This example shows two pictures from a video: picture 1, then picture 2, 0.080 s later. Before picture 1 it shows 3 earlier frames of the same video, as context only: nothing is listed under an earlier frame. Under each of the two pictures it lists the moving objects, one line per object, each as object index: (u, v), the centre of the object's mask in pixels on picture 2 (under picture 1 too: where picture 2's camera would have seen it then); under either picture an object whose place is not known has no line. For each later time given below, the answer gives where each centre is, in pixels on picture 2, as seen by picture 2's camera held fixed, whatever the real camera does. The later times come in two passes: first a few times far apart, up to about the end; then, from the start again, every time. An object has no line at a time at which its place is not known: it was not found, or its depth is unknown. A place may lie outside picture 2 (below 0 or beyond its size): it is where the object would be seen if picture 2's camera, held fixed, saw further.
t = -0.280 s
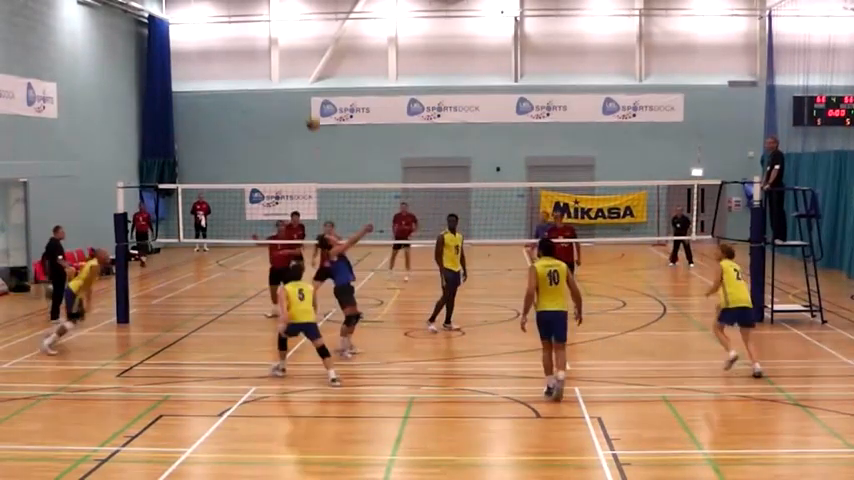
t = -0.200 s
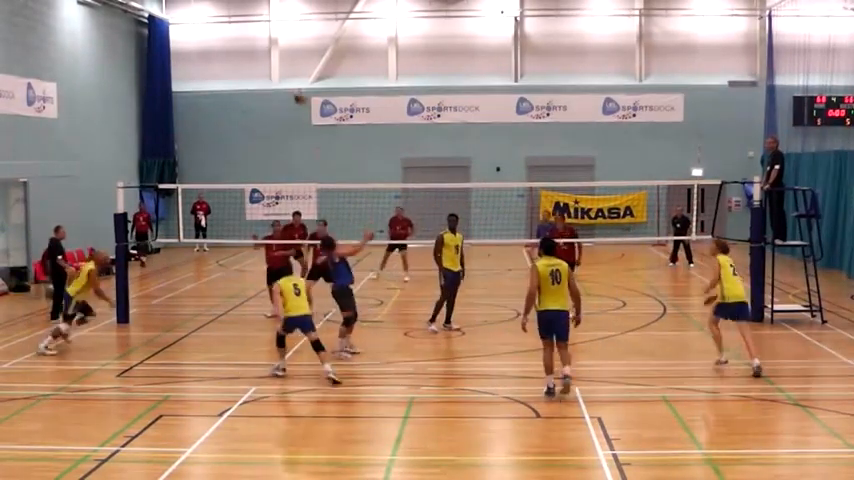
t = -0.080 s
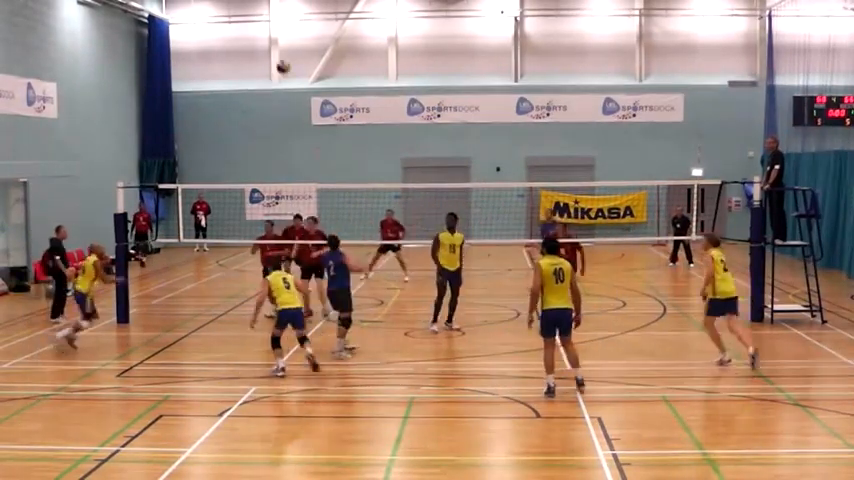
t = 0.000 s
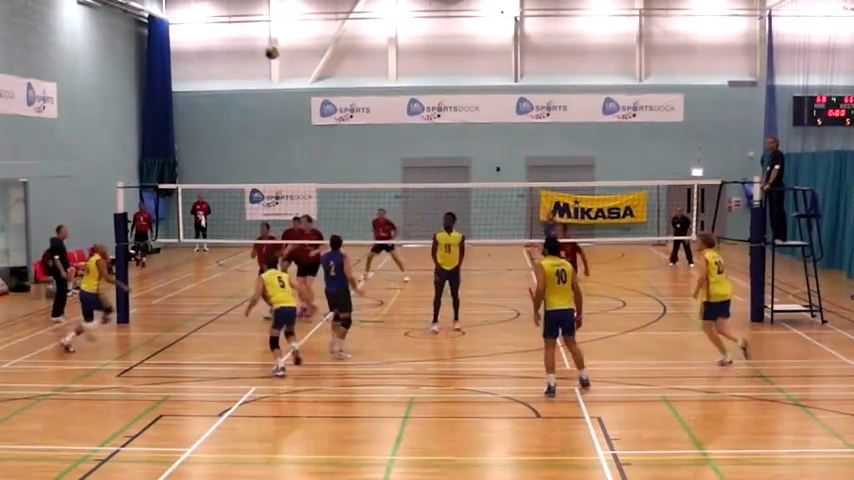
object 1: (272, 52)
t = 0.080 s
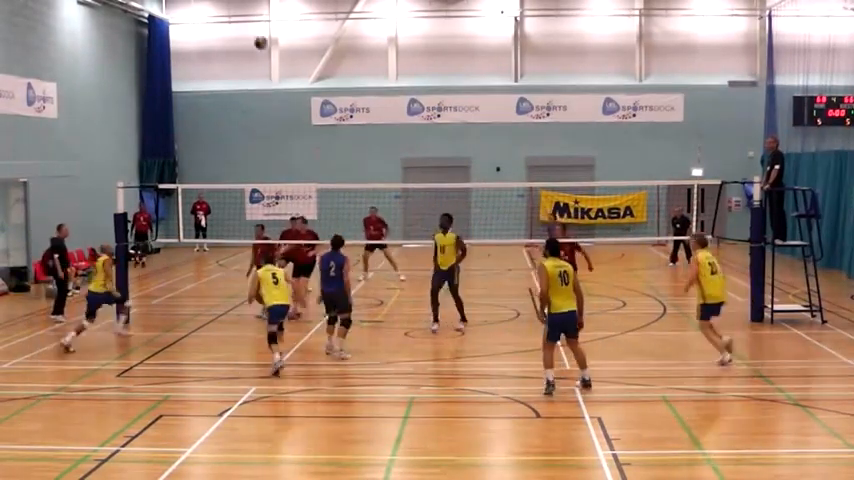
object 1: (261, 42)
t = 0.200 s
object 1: (245, 36)
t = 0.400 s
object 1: (220, 44)
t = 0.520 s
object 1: (206, 61)
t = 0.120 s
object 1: (255, 39)
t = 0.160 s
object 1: (250, 37)
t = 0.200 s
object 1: (245, 36)
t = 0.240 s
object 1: (239, 35)
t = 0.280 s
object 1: (234, 36)
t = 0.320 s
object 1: (229, 38)
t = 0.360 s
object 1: (225, 40)
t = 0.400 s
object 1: (220, 44)
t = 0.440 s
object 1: (215, 49)
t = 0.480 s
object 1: (211, 55)
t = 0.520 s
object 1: (206, 61)
